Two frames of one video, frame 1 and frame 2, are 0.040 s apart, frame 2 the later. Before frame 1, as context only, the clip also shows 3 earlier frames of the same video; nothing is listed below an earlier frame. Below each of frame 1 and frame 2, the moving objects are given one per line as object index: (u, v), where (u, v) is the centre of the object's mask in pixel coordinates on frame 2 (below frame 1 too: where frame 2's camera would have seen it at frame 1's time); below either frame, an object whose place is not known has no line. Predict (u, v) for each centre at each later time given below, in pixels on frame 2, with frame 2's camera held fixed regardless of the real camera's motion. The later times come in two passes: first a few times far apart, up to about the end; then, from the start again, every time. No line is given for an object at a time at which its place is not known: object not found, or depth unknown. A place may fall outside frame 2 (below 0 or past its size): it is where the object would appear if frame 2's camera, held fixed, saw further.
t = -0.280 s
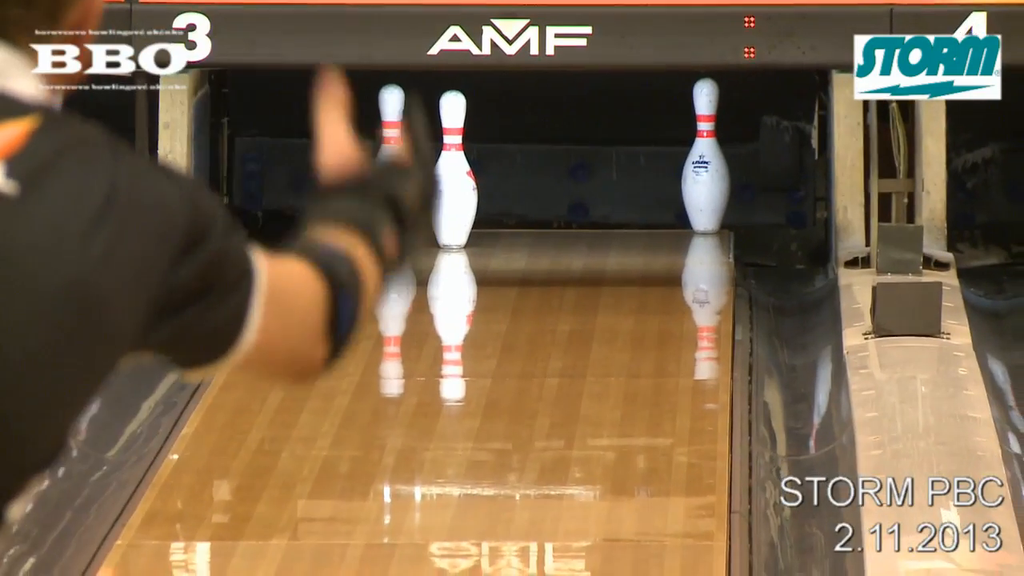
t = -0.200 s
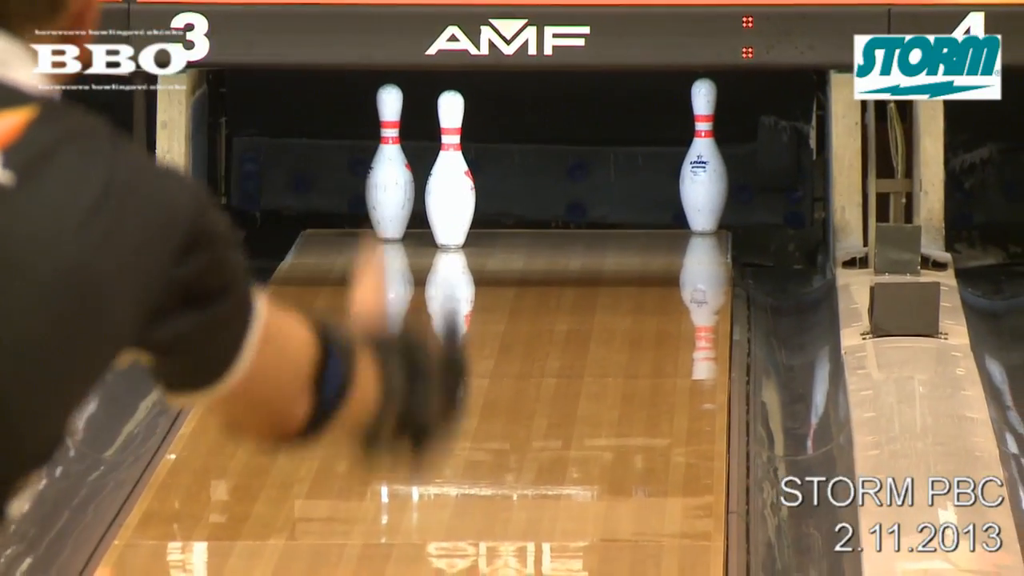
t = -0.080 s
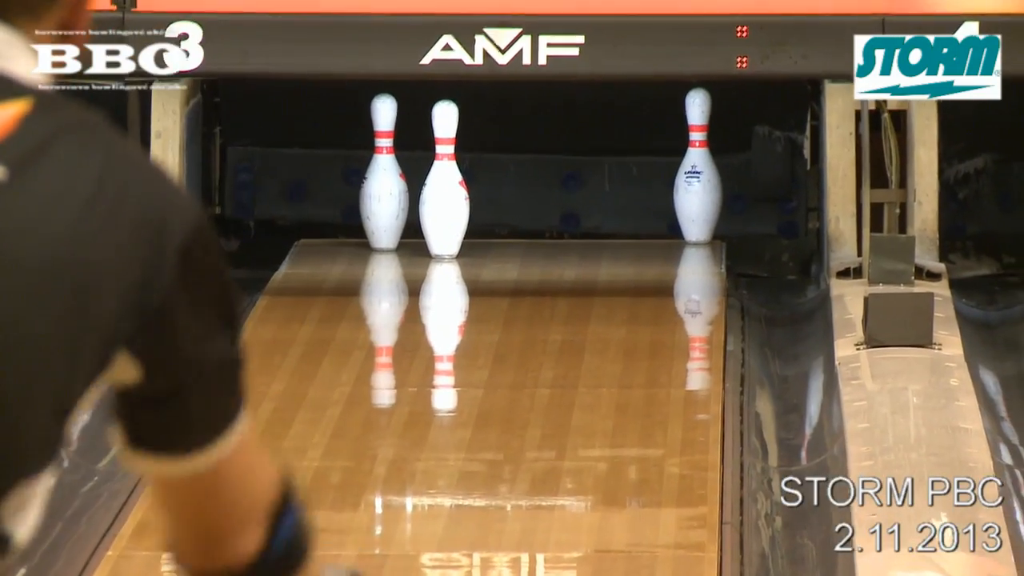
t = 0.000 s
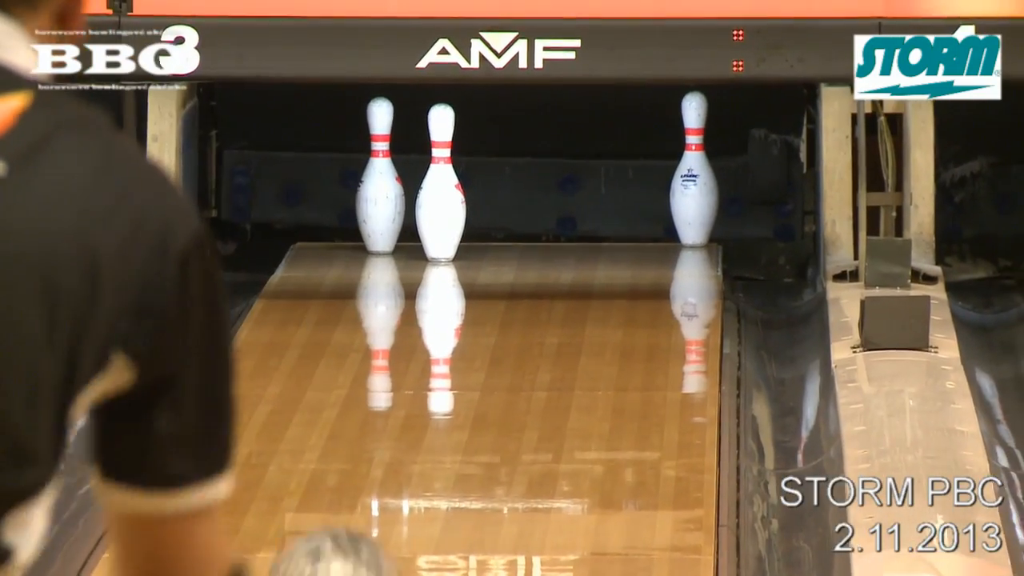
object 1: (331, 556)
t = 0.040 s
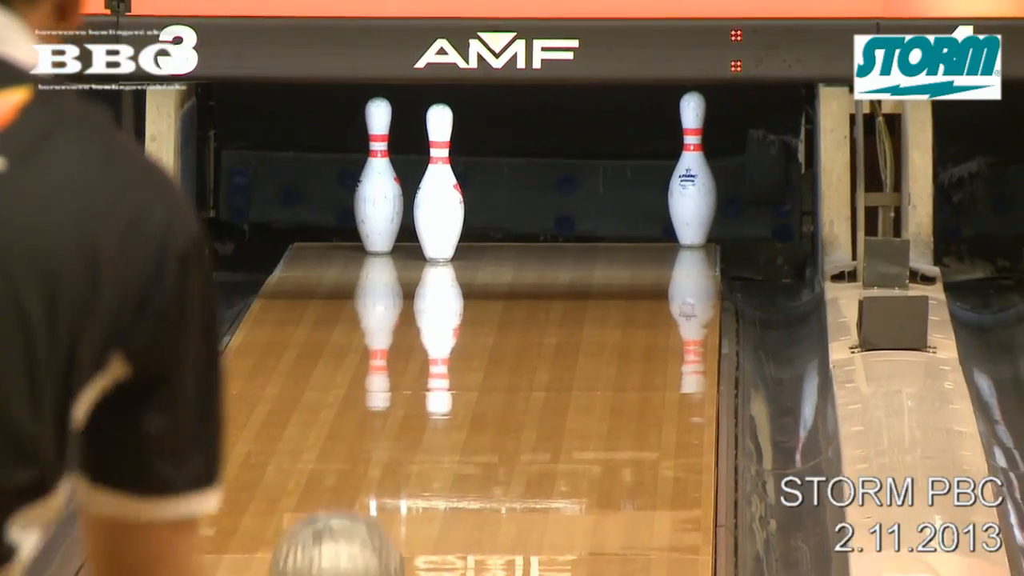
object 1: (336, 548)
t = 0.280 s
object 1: (360, 467)
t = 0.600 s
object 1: (383, 353)
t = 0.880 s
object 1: (398, 275)
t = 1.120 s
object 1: (403, 221)
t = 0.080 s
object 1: (340, 538)
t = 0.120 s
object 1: (346, 528)
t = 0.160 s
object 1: (349, 516)
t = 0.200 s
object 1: (353, 499)
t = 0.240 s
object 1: (357, 483)
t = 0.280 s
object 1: (360, 467)
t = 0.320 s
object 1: (363, 451)
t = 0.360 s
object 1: (366, 436)
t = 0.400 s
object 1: (369, 421)
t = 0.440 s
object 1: (371, 406)
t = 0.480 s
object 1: (375, 392)
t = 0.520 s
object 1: (379, 379)
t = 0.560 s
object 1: (380, 367)
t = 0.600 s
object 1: (383, 353)
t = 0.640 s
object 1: (386, 342)
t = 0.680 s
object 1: (388, 331)
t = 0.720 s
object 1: (391, 319)
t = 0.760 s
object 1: (392, 308)
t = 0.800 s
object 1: (394, 296)
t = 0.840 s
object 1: (396, 286)
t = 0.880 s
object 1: (398, 275)
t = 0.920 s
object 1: (398, 265)
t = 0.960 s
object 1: (400, 255)
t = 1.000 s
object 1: (401, 246)
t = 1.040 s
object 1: (402, 237)
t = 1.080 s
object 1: (403, 229)
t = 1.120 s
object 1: (403, 221)
